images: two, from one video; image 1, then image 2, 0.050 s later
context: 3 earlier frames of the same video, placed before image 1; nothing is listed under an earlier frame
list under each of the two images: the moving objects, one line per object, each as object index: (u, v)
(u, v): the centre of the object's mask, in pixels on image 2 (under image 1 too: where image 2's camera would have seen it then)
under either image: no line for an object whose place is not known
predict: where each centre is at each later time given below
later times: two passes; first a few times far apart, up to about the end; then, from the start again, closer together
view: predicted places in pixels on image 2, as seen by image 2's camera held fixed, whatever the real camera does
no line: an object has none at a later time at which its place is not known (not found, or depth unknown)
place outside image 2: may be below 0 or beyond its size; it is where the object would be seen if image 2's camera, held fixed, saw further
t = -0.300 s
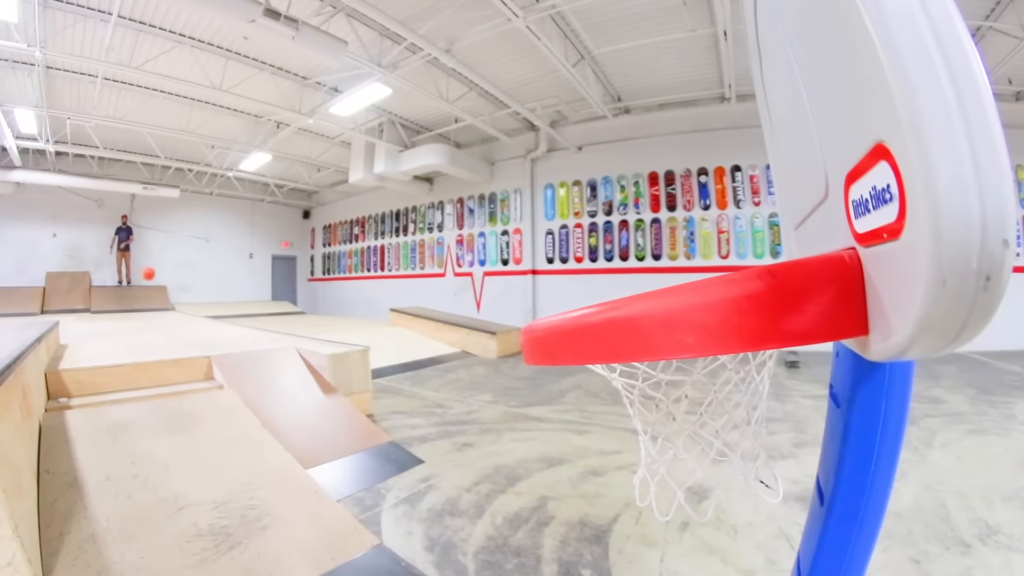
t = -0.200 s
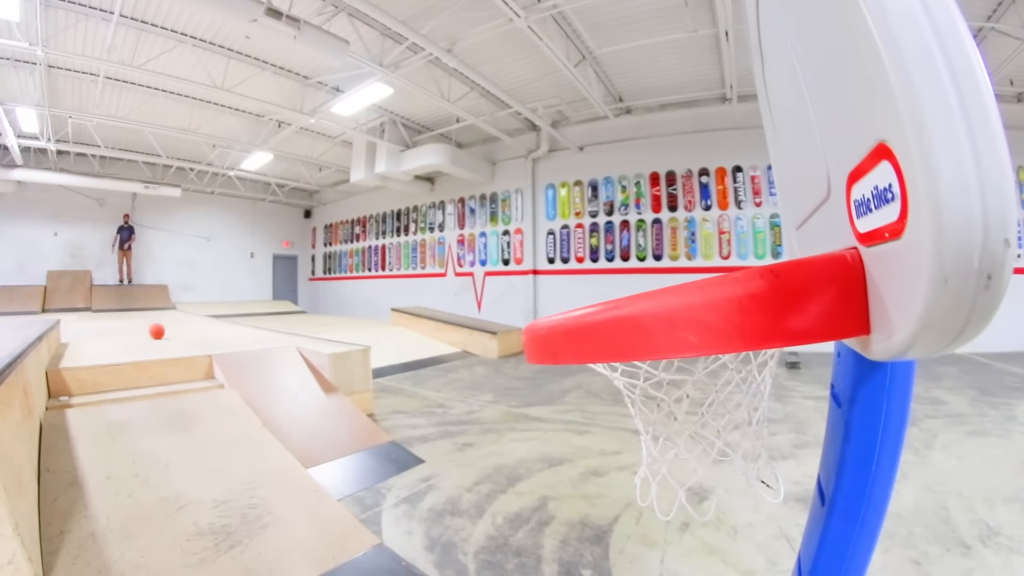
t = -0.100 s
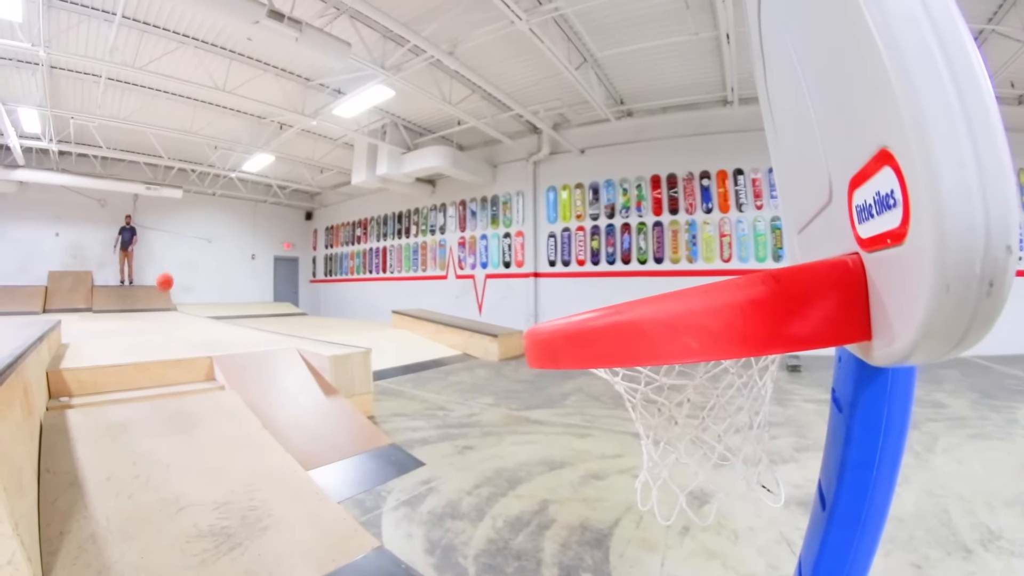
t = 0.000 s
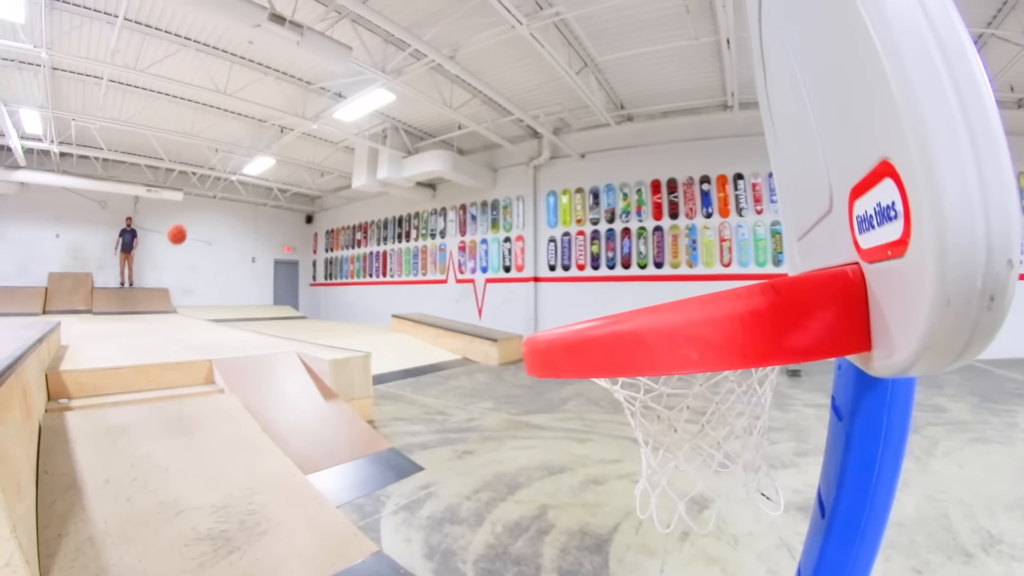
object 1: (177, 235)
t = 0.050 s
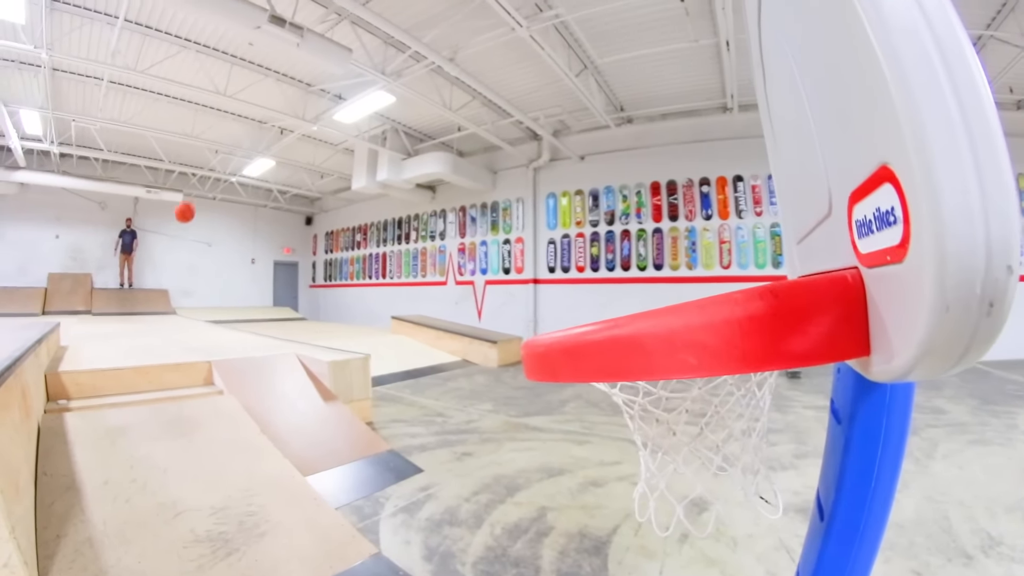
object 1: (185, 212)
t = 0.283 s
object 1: (240, 114)
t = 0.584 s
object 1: (398, 56)
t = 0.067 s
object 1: (188, 204)
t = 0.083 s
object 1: (190, 197)
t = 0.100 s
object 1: (193, 189)
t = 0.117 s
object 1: (197, 182)
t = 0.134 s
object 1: (201, 175)
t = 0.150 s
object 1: (205, 167)
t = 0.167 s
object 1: (208, 160)
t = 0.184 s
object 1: (212, 153)
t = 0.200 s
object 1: (216, 146)
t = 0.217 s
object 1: (221, 140)
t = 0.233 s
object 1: (225, 133)
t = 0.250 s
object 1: (230, 127)
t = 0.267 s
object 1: (235, 121)
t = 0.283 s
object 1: (240, 114)
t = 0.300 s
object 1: (246, 108)
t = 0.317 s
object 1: (251, 102)
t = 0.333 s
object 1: (257, 97)
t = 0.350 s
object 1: (263, 92)
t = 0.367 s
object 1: (270, 87)
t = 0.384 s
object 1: (277, 82)
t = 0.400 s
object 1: (283, 78)
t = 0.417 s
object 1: (291, 74)
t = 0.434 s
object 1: (299, 70)
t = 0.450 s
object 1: (307, 66)
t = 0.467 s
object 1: (316, 63)
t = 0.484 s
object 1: (325, 61)
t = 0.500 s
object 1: (335, 59)
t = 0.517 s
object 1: (345, 57)
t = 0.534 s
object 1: (357, 56)
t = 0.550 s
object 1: (369, 55)
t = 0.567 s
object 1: (383, 55)
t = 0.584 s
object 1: (398, 56)
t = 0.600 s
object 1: (414, 59)
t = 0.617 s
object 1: (430, 62)
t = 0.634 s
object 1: (449, 67)
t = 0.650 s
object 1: (470, 74)
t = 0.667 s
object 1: (493, 82)
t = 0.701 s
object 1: (551, 108)
